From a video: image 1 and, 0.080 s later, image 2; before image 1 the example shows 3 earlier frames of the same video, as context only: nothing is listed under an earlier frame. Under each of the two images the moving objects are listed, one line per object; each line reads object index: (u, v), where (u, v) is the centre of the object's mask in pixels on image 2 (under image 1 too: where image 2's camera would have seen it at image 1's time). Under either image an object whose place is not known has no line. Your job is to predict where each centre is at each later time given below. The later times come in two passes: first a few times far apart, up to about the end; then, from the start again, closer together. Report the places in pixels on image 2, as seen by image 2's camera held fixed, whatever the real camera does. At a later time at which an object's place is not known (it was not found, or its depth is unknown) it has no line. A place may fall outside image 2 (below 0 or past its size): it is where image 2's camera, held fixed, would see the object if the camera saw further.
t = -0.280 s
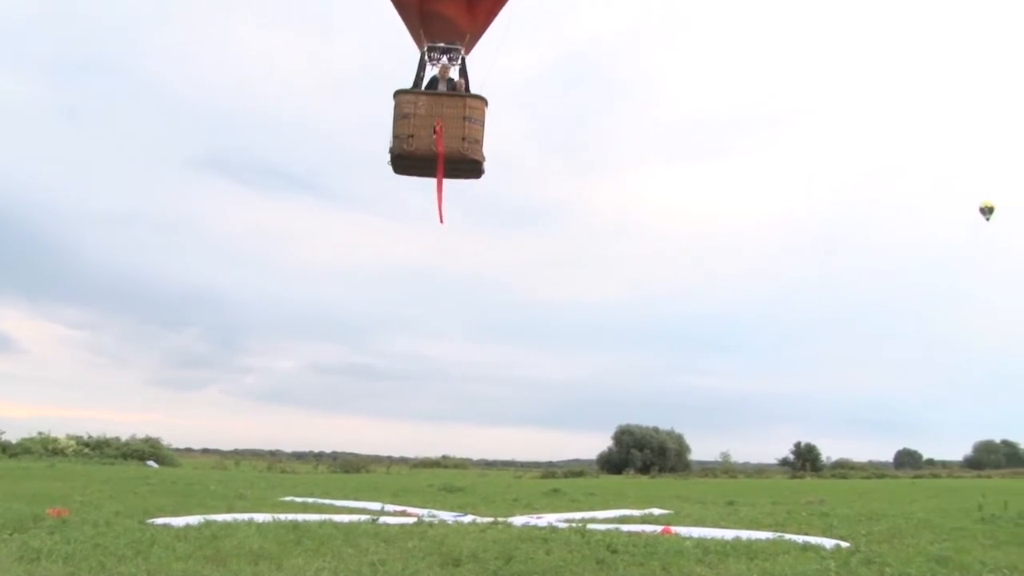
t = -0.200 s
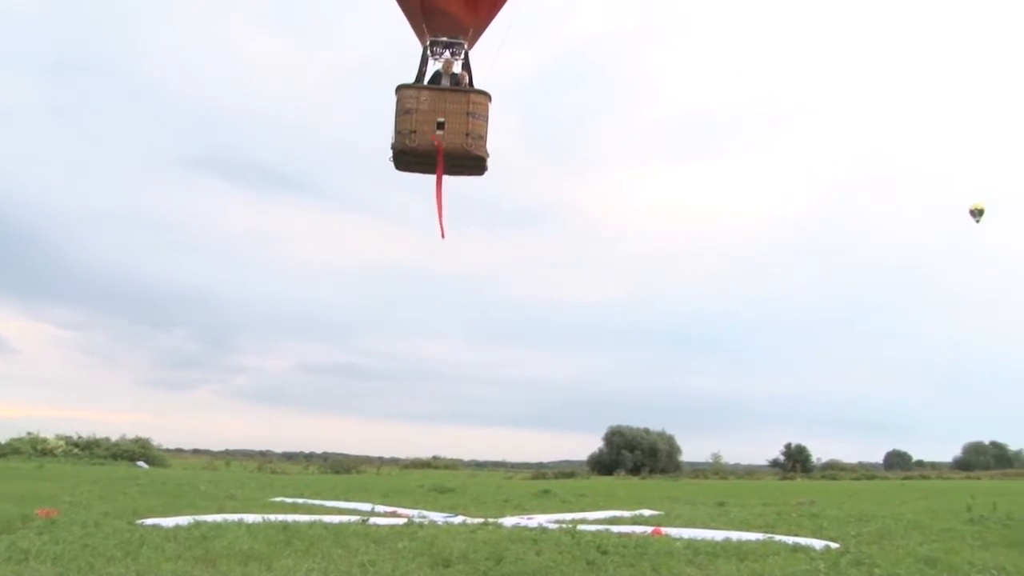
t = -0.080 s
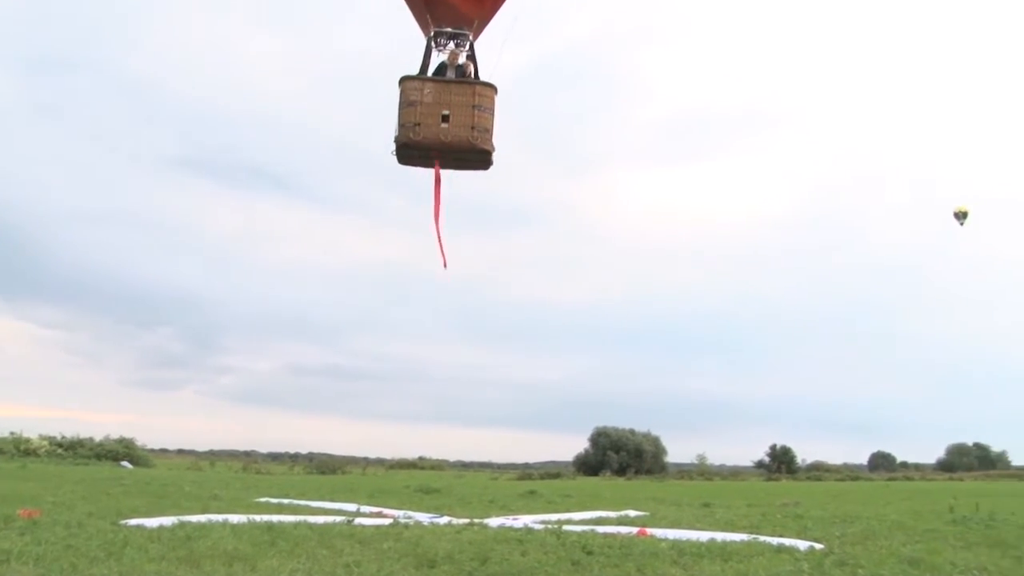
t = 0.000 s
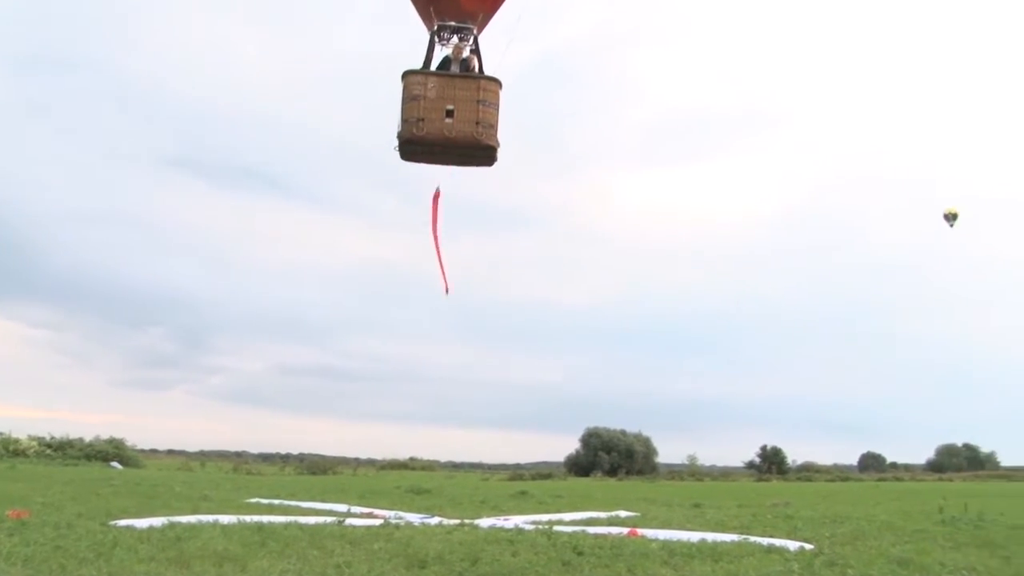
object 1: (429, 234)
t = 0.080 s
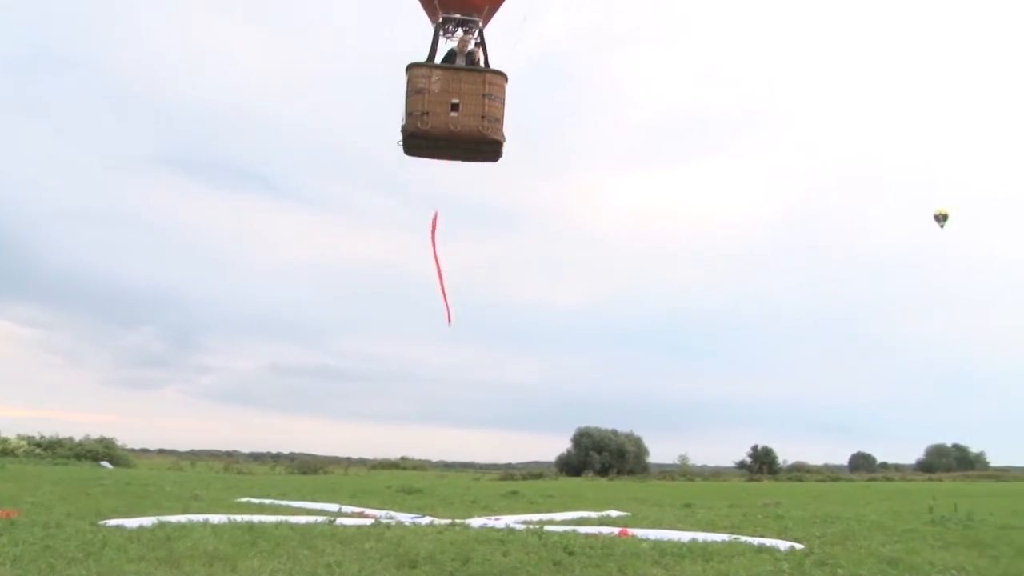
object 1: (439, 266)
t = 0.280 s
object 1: (468, 360)
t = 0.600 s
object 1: (512, 503)
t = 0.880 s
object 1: (523, 525)
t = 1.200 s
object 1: (522, 525)
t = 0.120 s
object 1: (444, 282)
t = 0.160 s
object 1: (450, 300)
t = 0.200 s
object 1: (456, 322)
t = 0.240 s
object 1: (461, 336)
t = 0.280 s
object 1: (468, 360)
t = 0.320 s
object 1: (475, 387)
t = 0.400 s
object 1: (486, 440)
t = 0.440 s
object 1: (492, 458)
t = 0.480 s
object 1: (497, 476)
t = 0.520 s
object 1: (501, 484)
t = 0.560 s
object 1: (507, 495)
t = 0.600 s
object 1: (512, 503)
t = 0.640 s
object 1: (519, 514)
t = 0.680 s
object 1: (523, 521)
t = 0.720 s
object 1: (524, 524)
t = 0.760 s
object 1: (523, 525)
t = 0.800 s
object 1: (524, 525)
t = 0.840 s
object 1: (523, 525)
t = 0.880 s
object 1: (523, 525)
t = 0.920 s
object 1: (525, 525)
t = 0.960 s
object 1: (524, 525)
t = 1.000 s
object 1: (523, 525)
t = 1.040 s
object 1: (523, 525)
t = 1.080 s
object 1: (522, 525)
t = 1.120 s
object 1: (523, 525)
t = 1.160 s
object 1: (523, 525)
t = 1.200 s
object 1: (522, 525)
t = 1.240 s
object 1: (521, 525)
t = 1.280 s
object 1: (520, 525)
